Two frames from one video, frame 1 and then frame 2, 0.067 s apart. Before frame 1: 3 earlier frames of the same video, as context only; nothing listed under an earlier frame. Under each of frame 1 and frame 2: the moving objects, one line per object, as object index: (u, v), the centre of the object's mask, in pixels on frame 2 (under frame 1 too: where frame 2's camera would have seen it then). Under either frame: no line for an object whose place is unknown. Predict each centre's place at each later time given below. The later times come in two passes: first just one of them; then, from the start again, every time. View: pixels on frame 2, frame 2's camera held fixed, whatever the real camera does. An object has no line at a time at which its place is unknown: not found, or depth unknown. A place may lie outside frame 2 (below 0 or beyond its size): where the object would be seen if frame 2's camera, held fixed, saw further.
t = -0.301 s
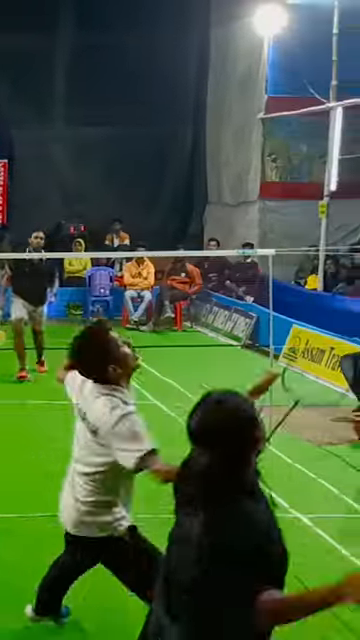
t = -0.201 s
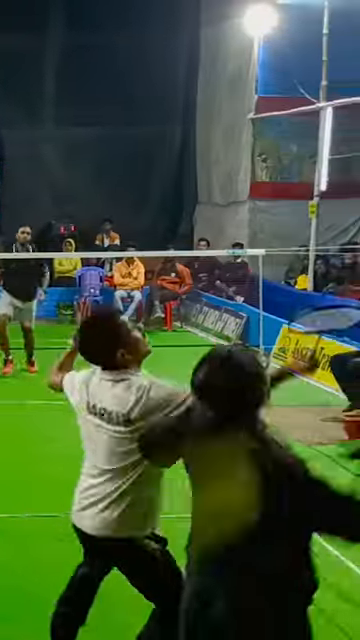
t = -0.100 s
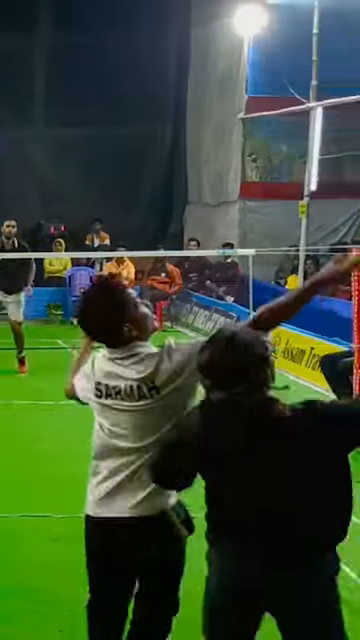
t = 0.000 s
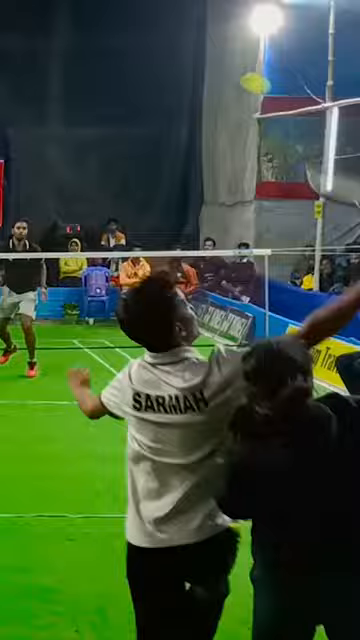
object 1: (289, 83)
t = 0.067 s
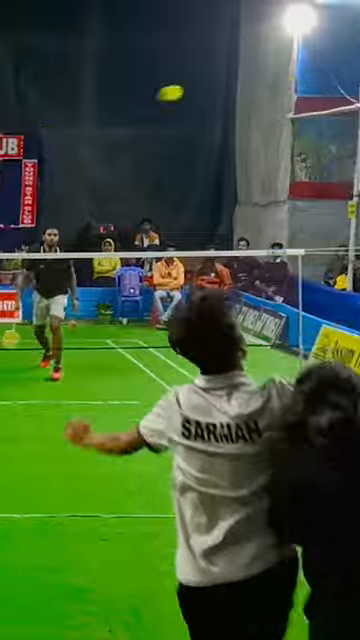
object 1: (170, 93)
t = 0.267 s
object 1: (28, 140)
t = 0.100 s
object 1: (134, 99)
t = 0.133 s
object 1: (104, 106)
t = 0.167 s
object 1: (80, 114)
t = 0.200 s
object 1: (59, 122)
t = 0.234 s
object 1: (42, 131)
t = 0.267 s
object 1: (28, 140)
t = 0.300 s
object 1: (16, 151)
